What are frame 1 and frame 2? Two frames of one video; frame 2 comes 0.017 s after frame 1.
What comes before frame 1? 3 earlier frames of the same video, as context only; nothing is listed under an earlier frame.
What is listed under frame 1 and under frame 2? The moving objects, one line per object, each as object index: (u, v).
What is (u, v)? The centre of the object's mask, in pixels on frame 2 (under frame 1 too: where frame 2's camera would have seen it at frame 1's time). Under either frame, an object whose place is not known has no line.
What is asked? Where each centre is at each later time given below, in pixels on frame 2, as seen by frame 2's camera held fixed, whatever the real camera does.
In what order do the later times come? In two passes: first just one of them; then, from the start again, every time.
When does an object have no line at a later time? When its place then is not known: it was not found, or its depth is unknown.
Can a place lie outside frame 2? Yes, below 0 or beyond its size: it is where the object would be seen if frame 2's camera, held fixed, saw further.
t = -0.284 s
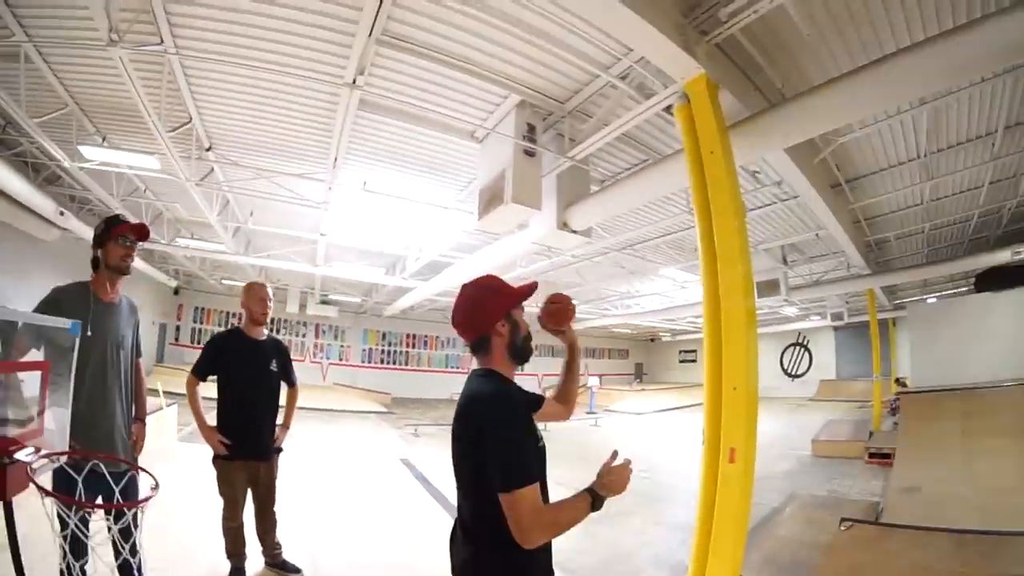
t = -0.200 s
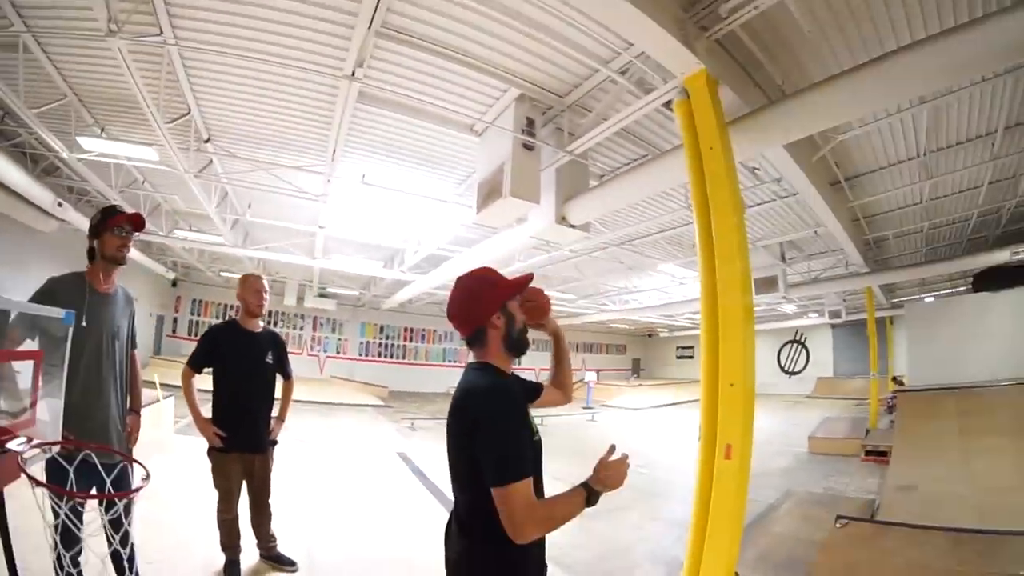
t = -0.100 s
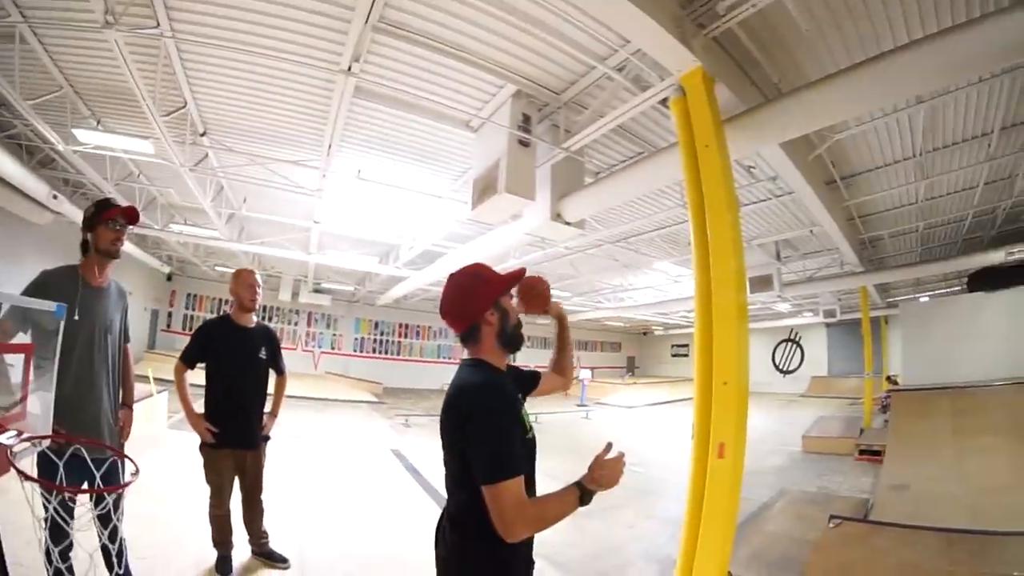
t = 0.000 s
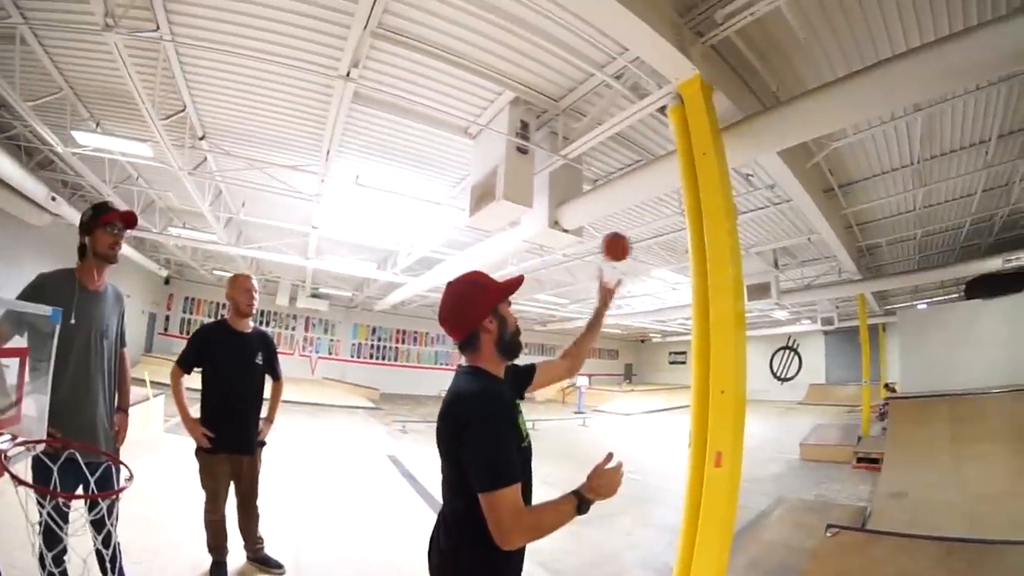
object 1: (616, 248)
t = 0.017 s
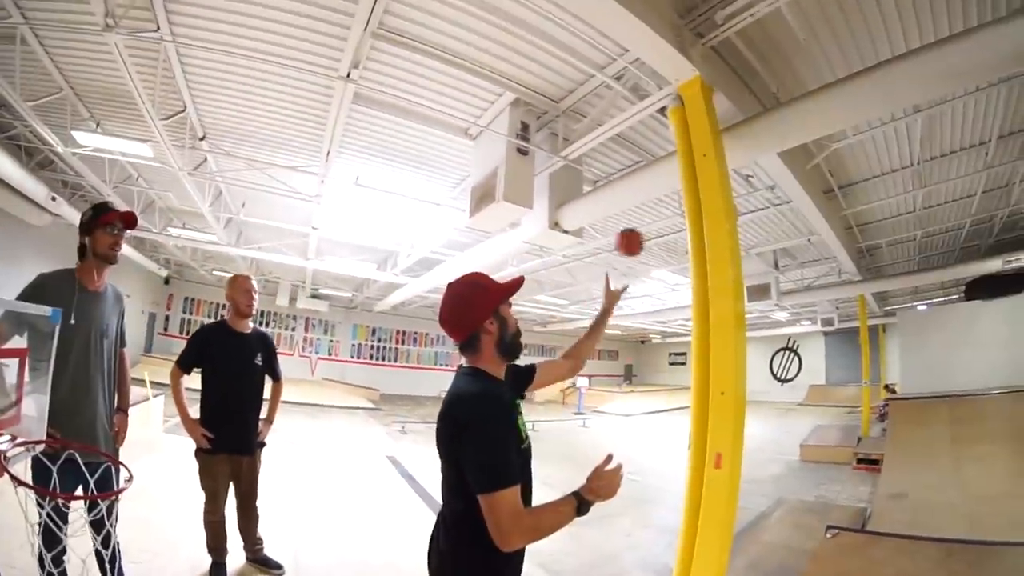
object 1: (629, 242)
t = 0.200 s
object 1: (703, 215)
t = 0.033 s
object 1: (642, 238)
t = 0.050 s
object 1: (654, 234)
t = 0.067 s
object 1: (666, 231)
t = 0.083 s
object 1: (677, 229)
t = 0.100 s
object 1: (687, 228)
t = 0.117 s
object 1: (696, 227)
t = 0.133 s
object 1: (706, 227)
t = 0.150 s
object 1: (713, 227)
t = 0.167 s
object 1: (715, 225)
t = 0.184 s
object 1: (709, 220)
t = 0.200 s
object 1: (703, 215)
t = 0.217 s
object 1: (695, 210)
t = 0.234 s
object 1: (689, 207)
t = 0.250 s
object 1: (682, 203)
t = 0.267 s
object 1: (674, 200)
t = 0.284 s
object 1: (667, 197)
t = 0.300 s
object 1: (659, 195)
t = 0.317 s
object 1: (651, 193)
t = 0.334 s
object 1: (643, 192)
